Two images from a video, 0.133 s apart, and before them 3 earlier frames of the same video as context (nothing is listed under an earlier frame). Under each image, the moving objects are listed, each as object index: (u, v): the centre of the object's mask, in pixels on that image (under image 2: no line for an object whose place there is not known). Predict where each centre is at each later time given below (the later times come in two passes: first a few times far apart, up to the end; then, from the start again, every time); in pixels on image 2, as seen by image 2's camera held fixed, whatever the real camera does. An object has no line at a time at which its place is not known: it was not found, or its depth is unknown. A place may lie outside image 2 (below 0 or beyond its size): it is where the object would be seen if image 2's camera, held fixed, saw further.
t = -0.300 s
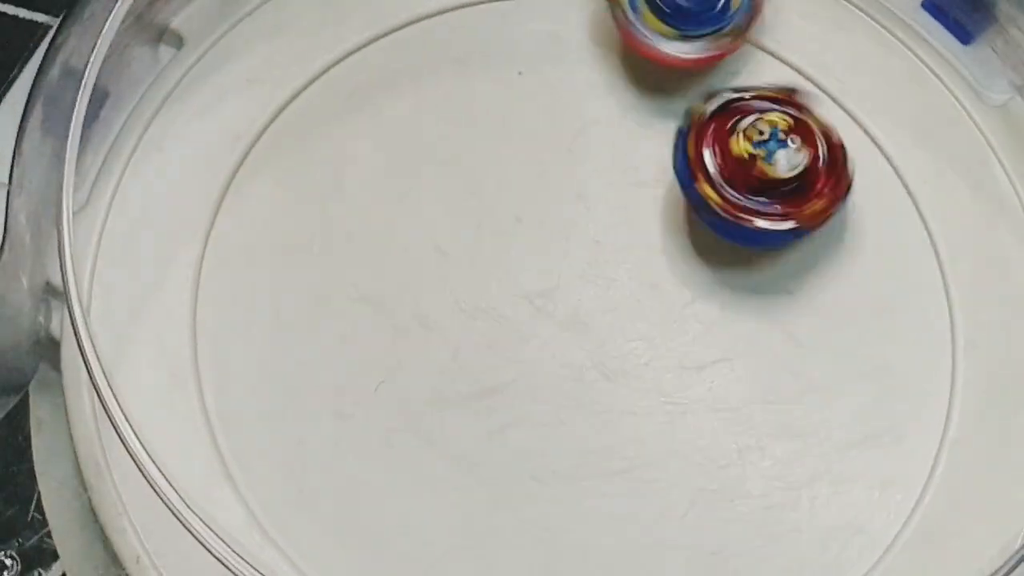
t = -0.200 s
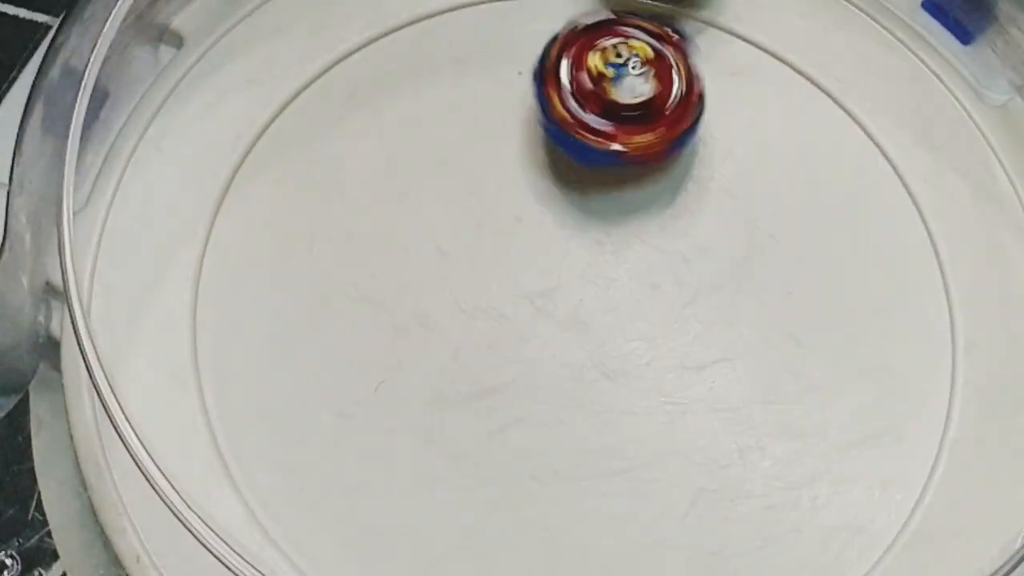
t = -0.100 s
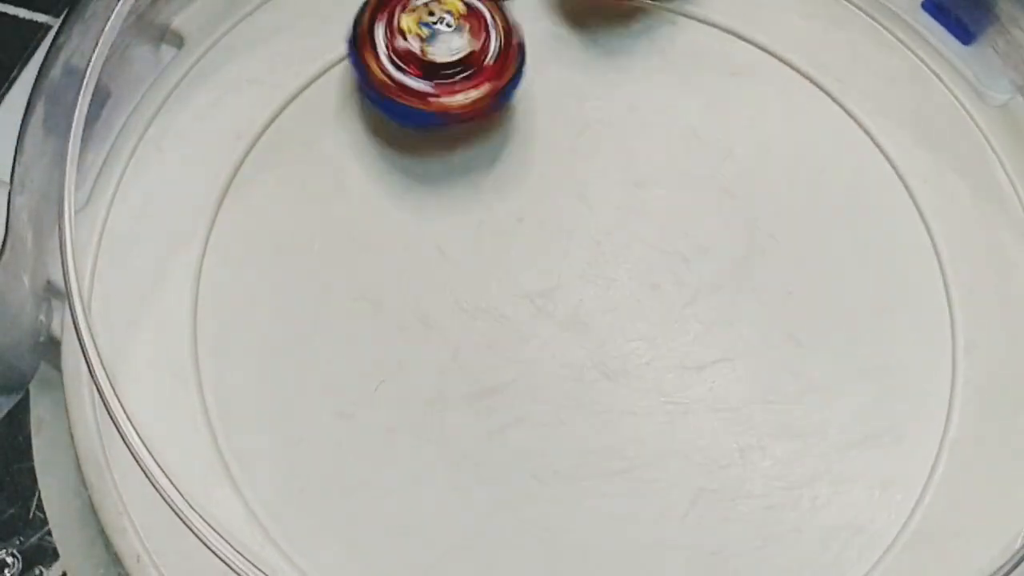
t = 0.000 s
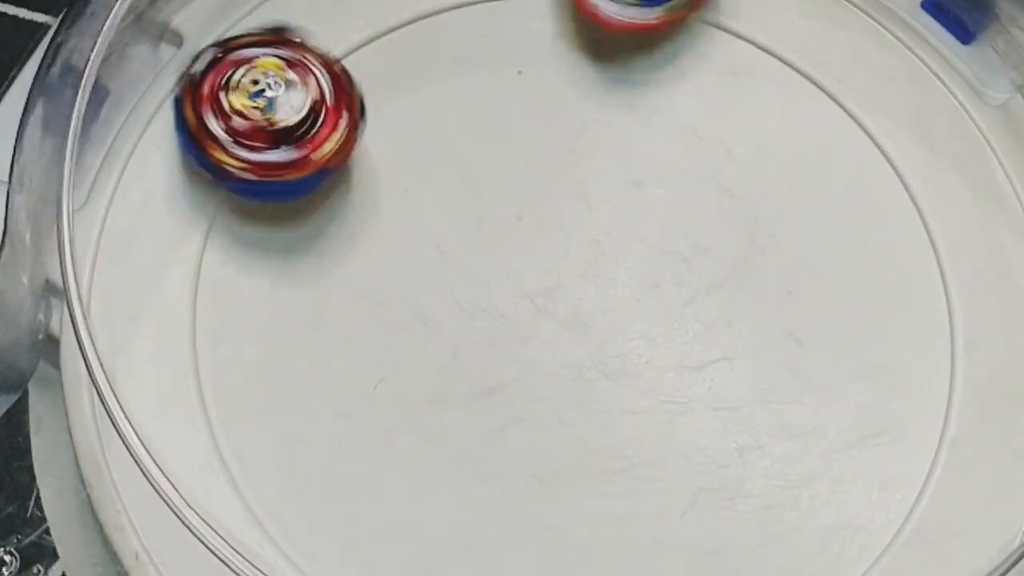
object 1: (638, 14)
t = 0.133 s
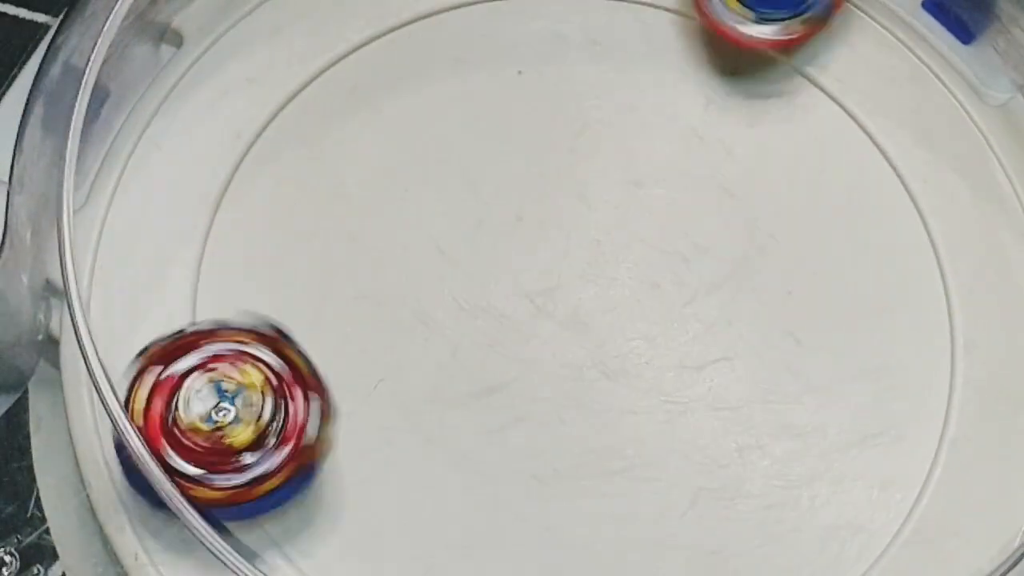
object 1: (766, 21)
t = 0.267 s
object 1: (857, 48)
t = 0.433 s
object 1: (887, 59)
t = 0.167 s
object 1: (793, 28)
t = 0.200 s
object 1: (815, 37)
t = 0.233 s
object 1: (834, 45)
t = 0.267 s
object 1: (857, 48)
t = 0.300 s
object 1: (871, 53)
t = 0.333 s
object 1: (874, 59)
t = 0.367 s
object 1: (878, 63)
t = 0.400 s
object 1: (891, 60)
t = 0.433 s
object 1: (887, 59)
